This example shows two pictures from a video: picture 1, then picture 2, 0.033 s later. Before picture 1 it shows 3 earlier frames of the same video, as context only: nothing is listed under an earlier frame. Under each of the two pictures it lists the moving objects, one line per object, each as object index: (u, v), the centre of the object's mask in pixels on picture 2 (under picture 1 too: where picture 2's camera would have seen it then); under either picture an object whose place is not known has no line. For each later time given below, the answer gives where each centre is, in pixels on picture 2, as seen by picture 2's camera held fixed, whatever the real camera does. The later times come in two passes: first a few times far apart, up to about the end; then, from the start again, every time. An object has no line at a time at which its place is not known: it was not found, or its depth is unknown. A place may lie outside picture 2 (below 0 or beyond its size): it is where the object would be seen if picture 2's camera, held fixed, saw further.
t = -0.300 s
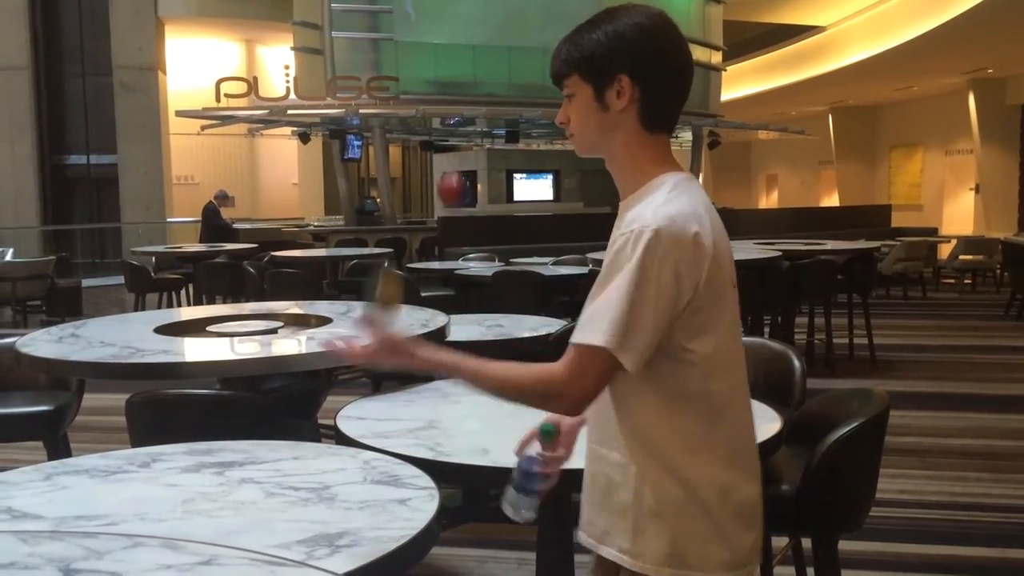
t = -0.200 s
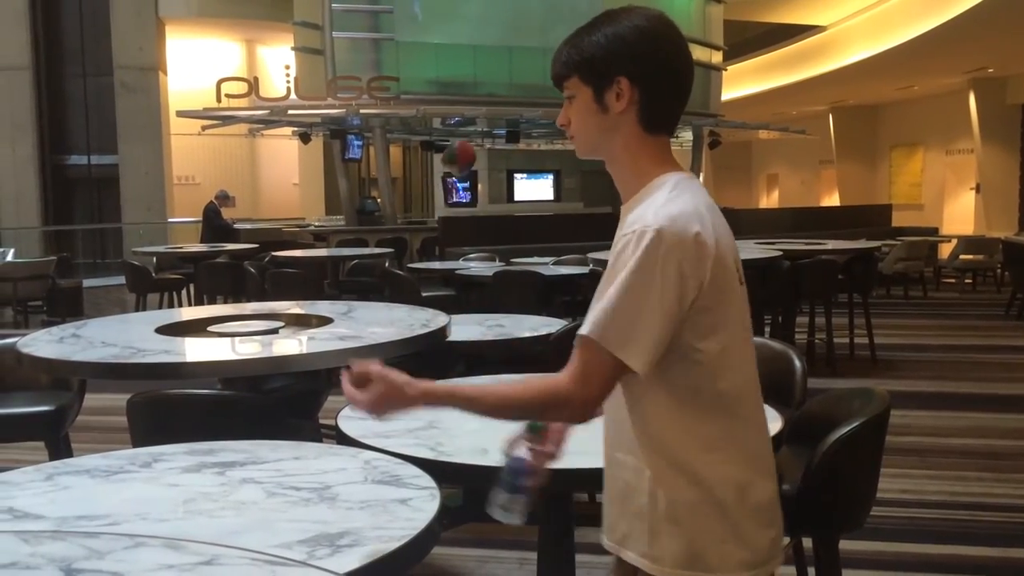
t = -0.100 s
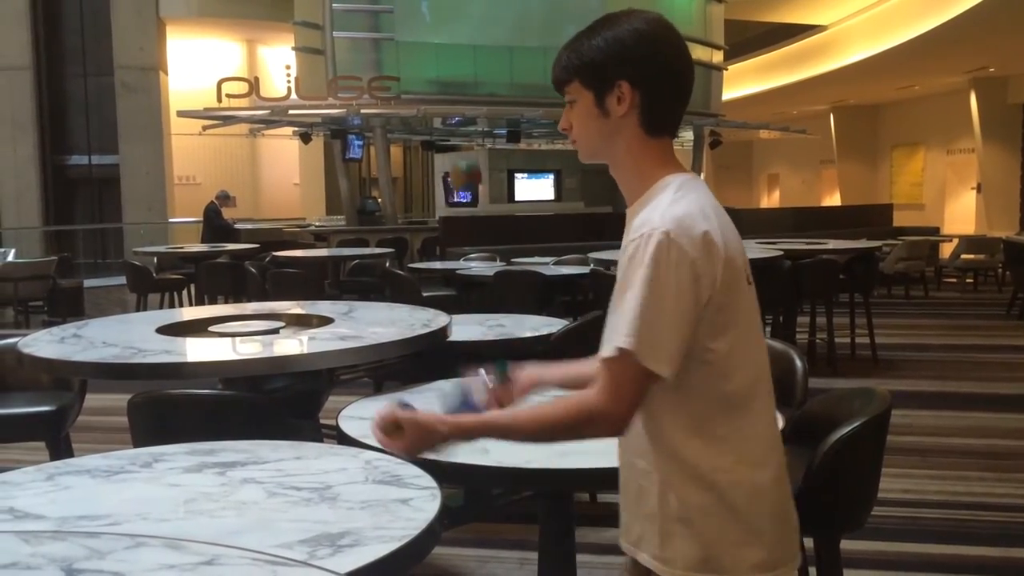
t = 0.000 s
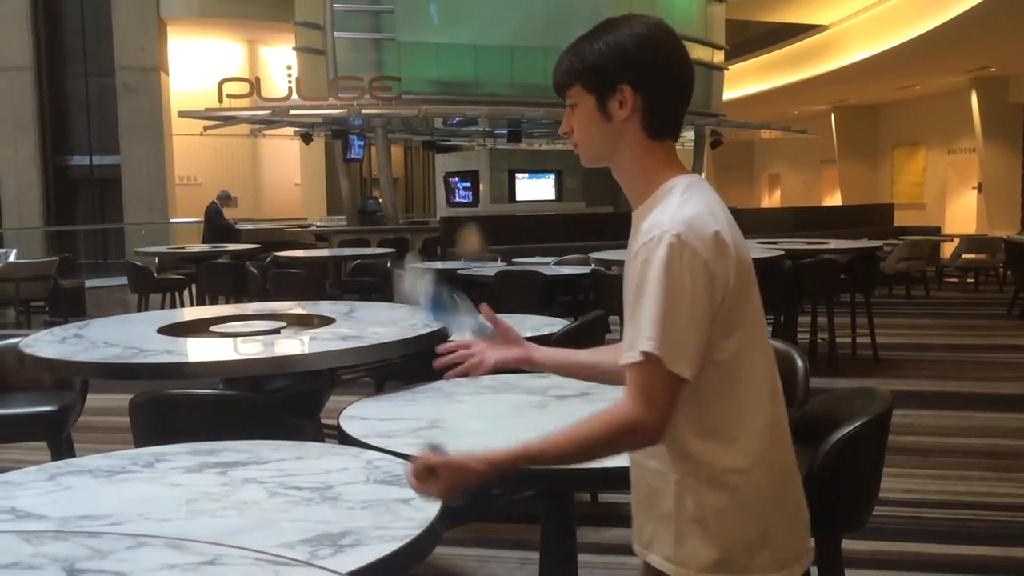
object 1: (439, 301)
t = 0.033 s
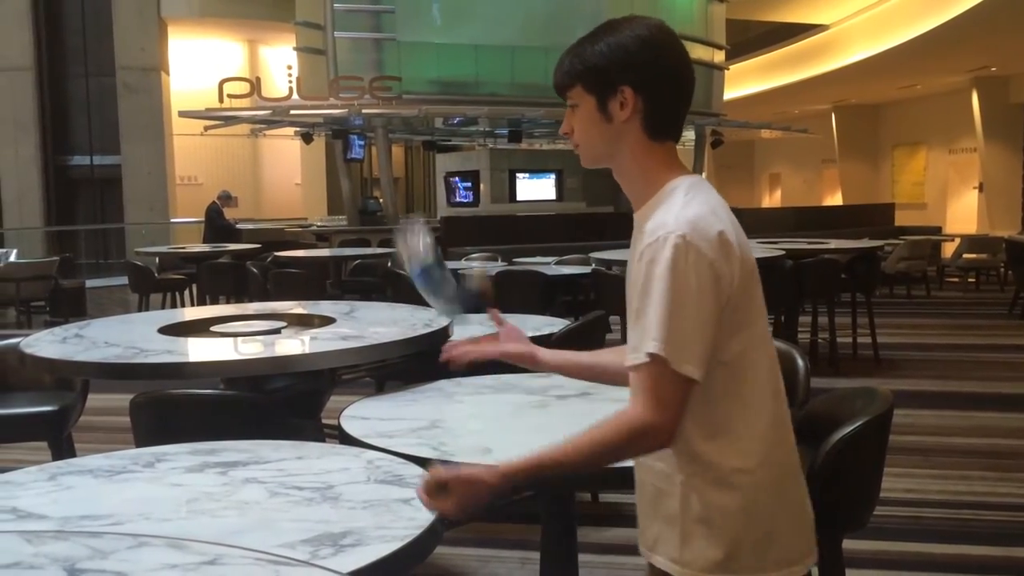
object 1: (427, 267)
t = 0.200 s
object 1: (387, 148)
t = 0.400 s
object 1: (382, 198)
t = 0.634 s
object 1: (386, 454)
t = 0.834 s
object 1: (391, 452)
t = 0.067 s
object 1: (416, 238)
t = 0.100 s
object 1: (406, 211)
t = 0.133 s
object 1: (397, 184)
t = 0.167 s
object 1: (391, 163)
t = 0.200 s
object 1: (387, 148)
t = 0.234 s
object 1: (385, 140)
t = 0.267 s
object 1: (384, 138)
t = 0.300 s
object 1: (383, 143)
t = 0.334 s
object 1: (382, 155)
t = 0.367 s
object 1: (383, 174)
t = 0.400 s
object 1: (382, 198)
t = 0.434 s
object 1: (382, 227)
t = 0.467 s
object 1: (382, 262)
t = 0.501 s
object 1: (384, 311)
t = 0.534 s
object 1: (384, 354)
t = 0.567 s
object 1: (384, 402)
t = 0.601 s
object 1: (385, 454)
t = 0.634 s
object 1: (386, 454)
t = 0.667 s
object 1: (388, 453)
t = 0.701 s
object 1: (388, 453)
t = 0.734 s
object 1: (389, 453)
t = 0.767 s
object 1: (390, 452)
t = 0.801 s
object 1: (391, 452)
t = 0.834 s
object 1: (391, 452)
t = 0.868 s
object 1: (391, 452)
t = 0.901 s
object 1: (391, 452)
